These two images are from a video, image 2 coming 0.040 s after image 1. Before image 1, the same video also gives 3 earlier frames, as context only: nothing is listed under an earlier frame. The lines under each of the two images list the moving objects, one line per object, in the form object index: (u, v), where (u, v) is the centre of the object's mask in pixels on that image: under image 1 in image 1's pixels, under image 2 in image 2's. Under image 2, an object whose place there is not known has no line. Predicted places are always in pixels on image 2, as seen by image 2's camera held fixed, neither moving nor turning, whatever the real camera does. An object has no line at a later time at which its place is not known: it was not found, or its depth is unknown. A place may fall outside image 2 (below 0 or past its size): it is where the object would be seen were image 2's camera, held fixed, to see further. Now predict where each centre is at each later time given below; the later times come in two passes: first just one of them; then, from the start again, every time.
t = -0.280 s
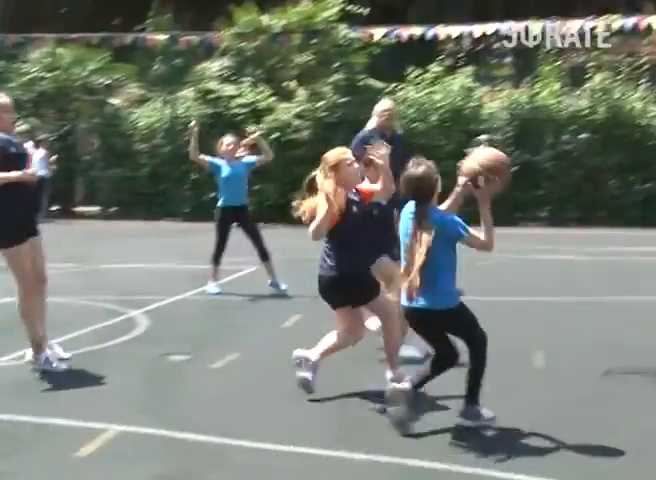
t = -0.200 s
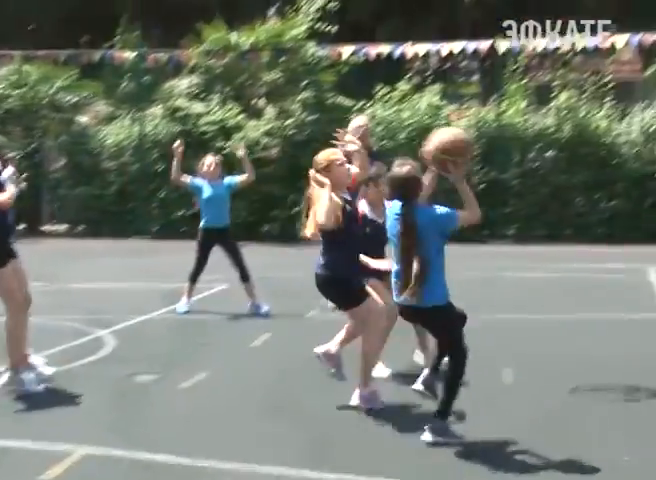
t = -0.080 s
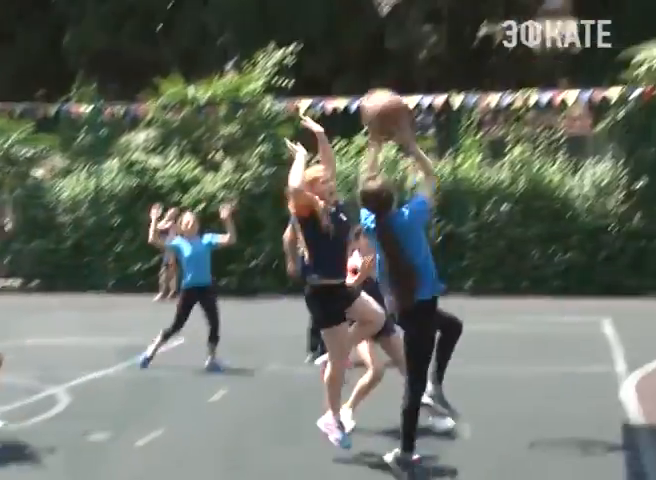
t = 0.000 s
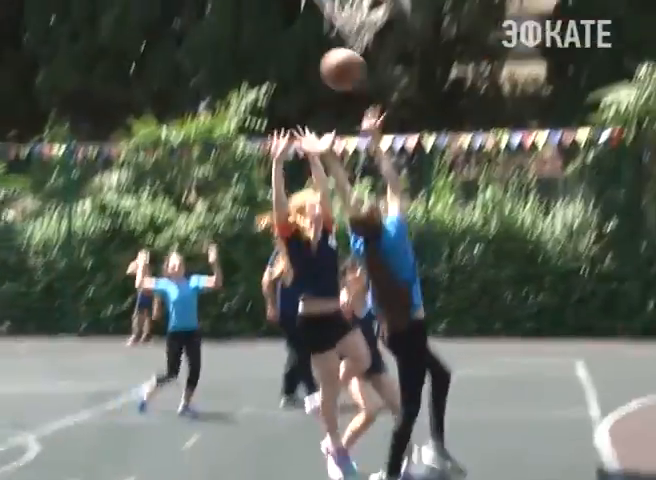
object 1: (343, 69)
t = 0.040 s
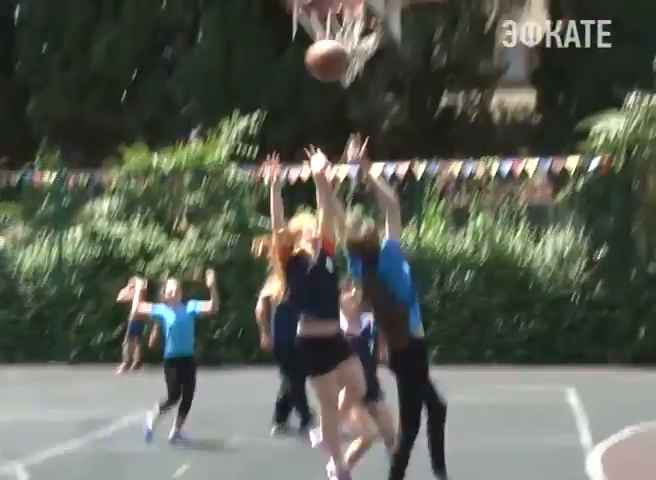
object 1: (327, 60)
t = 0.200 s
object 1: (300, -36)
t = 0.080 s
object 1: (321, 28)
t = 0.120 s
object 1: (312, 4)
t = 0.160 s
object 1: (304, -19)
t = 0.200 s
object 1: (300, -36)
